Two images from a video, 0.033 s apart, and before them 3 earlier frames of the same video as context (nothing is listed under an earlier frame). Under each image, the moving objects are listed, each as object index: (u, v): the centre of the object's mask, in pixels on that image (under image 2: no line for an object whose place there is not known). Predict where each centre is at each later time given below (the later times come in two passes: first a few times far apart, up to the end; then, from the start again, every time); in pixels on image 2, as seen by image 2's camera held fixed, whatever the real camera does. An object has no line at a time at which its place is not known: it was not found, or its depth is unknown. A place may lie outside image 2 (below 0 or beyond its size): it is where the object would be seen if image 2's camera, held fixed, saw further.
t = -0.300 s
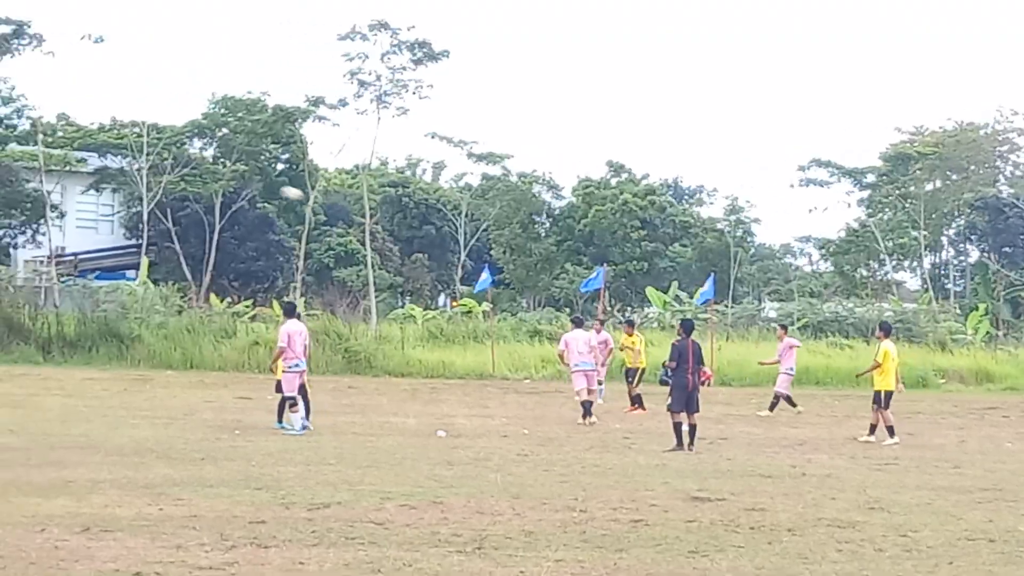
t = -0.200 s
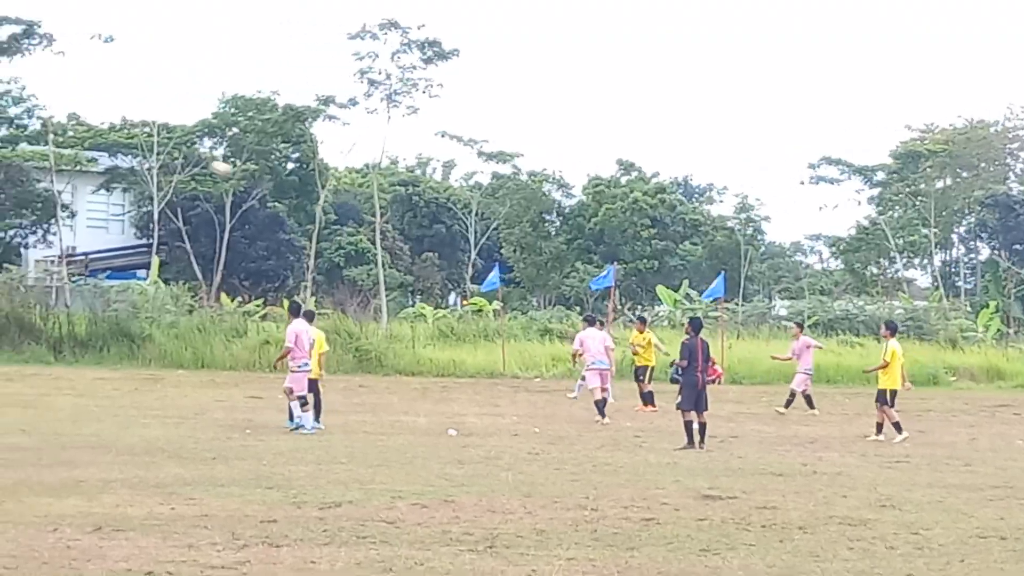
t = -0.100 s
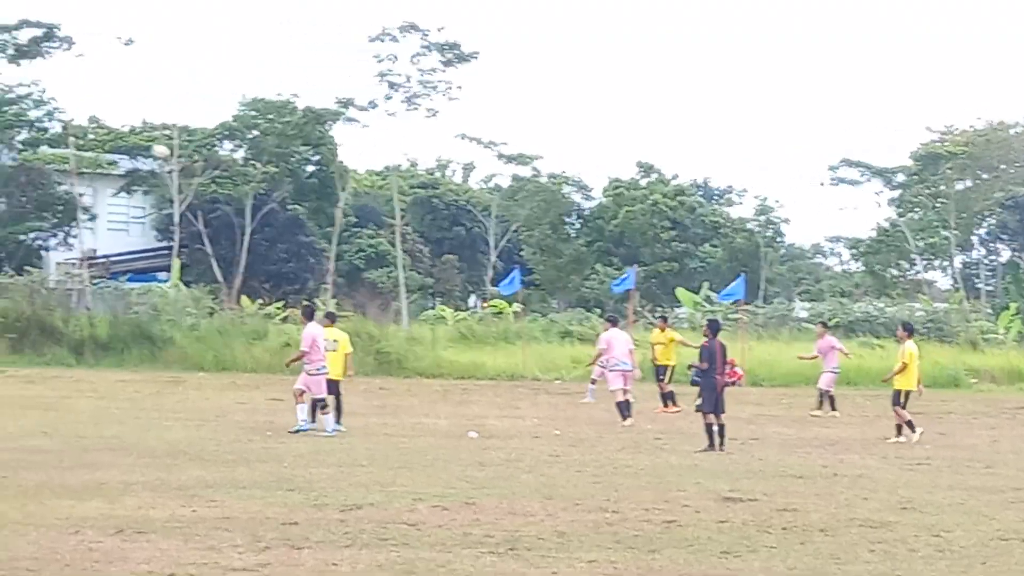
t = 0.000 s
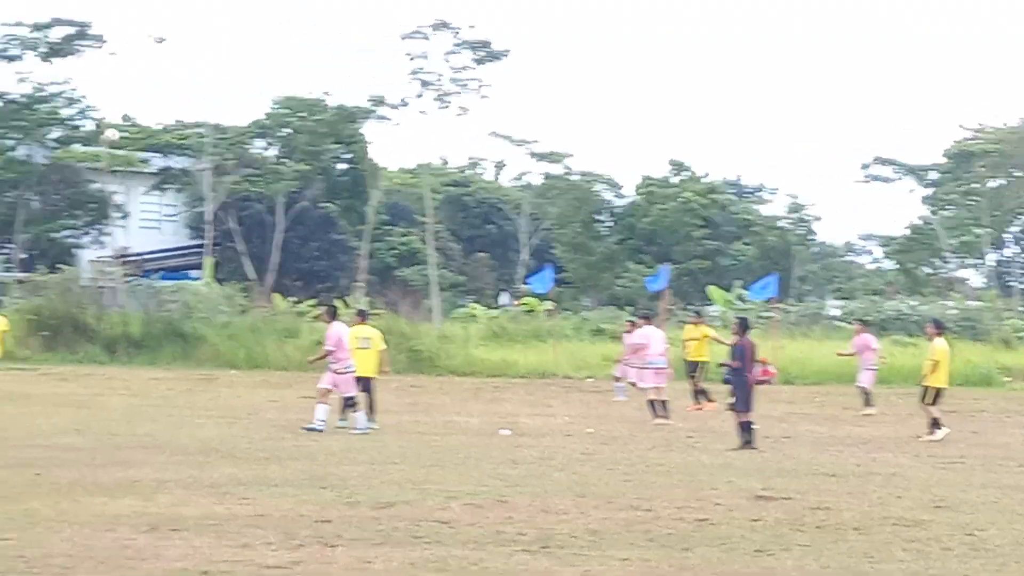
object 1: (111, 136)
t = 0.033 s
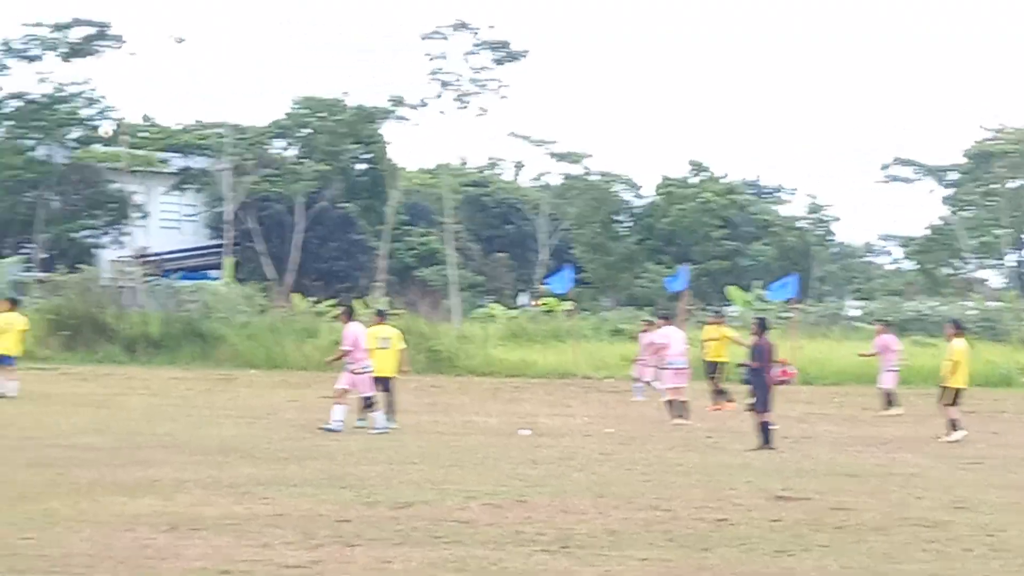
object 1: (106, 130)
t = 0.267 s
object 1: (-68, 108)
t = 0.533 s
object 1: (-289, 121)
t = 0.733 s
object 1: (-480, 159)
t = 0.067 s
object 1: (75, 129)
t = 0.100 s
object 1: (50, 122)
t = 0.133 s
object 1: (25, 117)
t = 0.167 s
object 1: (4, 113)
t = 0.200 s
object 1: (-16, 111)
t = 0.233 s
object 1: (-41, 109)
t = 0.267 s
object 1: (-68, 108)
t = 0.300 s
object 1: (-96, 107)
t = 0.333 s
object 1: (-122, 107)
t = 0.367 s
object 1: (-154, 107)
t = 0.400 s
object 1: (-177, 108)
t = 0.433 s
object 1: (-200, 111)
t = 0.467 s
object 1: (-229, 114)
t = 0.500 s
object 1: (-259, 118)
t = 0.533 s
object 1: (-289, 121)
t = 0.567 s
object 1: (-315, 126)
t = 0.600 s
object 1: (-347, 131)
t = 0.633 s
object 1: (-378, 137)
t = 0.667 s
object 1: (-411, 143)
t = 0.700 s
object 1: (-445, 151)
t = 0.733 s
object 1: (-480, 159)
